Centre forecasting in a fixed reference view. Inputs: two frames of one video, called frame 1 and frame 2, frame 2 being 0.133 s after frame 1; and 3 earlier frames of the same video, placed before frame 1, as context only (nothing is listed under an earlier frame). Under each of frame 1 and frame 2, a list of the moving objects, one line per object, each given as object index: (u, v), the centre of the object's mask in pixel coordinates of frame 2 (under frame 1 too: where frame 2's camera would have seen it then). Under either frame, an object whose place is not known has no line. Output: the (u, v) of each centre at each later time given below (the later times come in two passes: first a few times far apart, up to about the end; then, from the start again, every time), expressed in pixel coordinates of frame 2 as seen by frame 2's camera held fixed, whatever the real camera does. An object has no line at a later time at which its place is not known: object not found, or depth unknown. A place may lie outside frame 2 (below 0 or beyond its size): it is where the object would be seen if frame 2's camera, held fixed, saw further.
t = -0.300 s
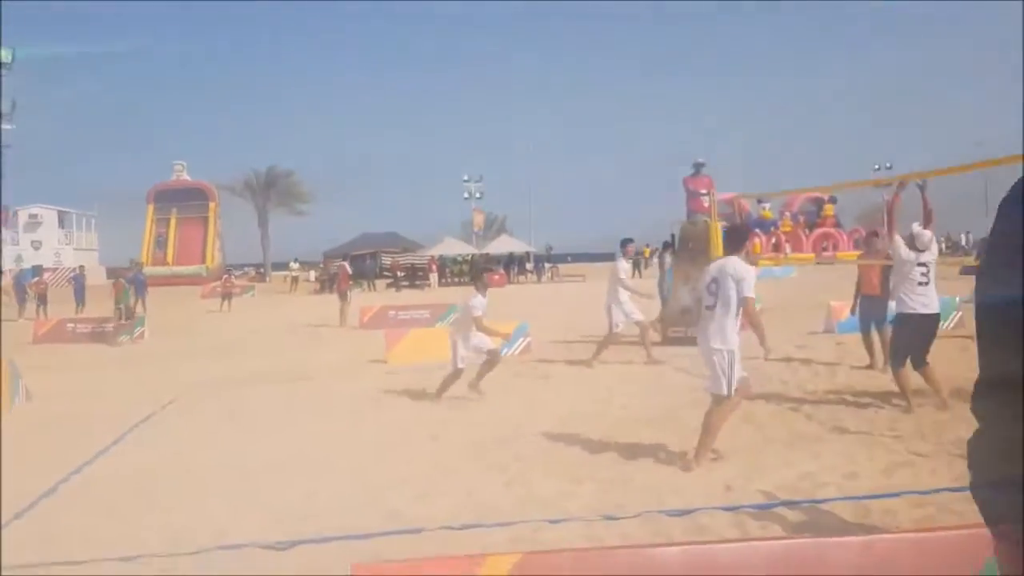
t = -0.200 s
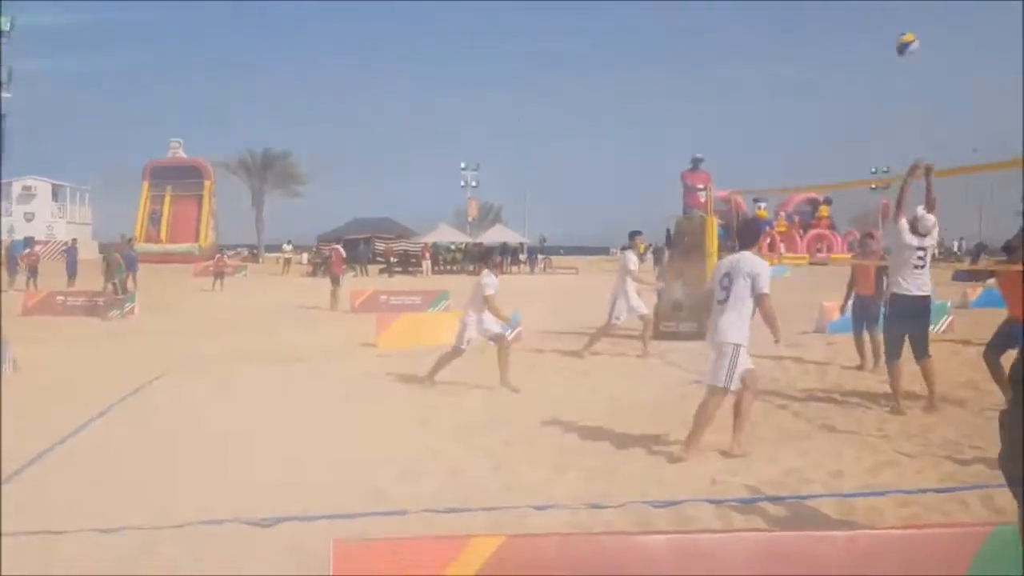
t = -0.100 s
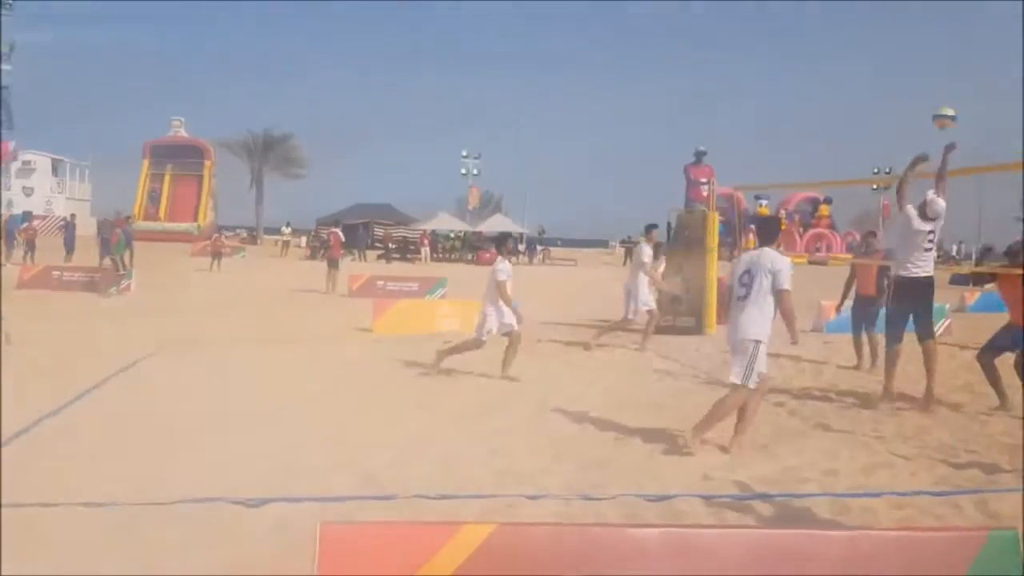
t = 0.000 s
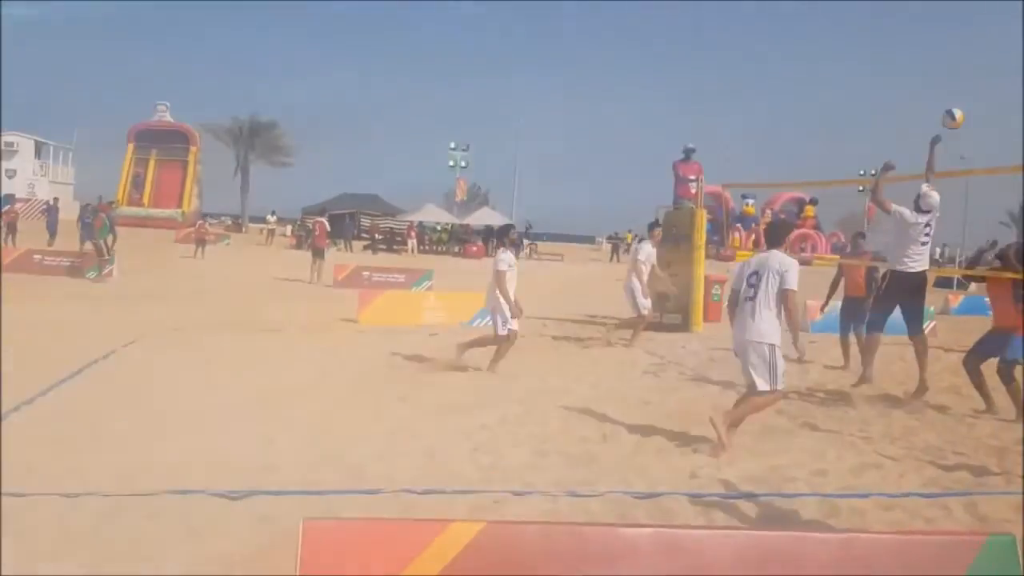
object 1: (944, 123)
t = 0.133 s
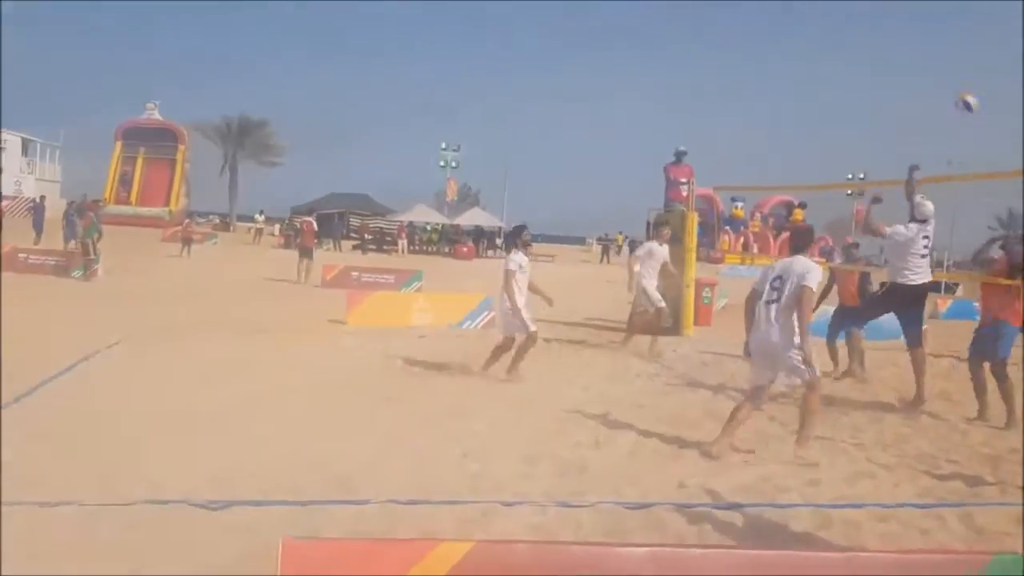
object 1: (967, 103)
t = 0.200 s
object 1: (978, 100)
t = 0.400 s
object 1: (1005, 118)
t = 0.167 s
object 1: (973, 101)
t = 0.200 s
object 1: (978, 100)
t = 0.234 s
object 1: (982, 101)
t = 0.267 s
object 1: (988, 103)
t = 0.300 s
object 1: (993, 104)
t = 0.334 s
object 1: (998, 106)
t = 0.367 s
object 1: (1002, 112)
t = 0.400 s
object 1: (1005, 118)
